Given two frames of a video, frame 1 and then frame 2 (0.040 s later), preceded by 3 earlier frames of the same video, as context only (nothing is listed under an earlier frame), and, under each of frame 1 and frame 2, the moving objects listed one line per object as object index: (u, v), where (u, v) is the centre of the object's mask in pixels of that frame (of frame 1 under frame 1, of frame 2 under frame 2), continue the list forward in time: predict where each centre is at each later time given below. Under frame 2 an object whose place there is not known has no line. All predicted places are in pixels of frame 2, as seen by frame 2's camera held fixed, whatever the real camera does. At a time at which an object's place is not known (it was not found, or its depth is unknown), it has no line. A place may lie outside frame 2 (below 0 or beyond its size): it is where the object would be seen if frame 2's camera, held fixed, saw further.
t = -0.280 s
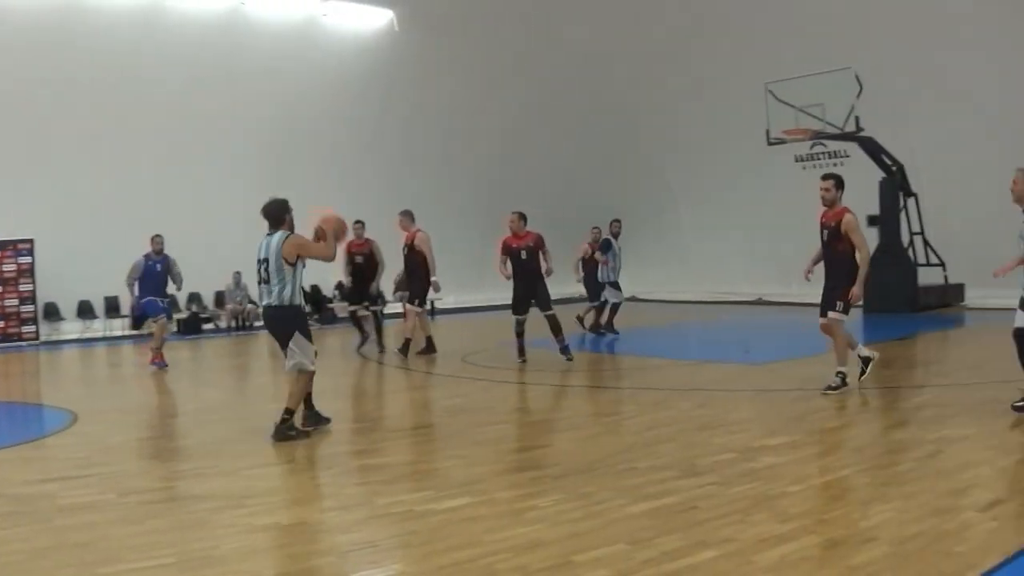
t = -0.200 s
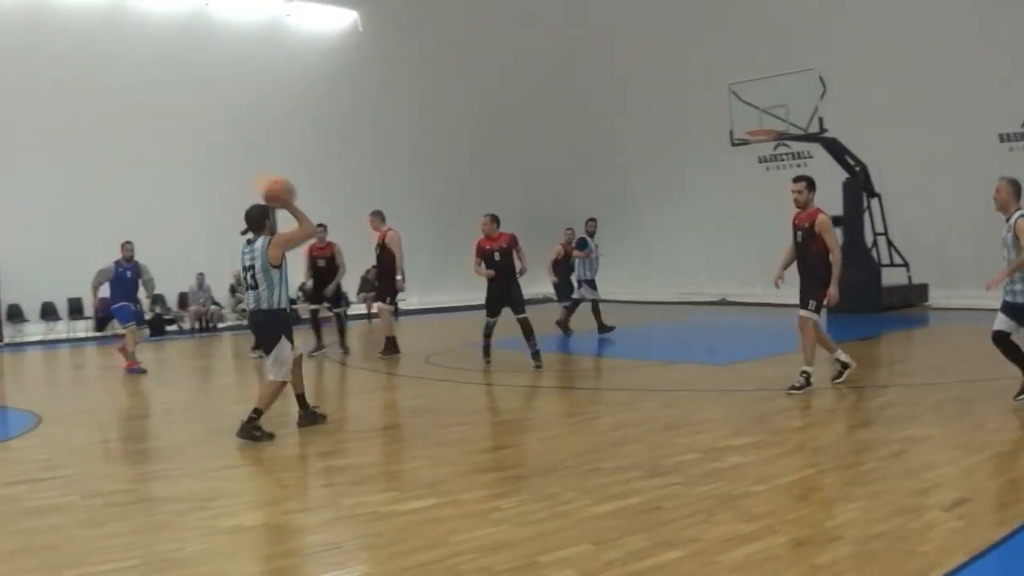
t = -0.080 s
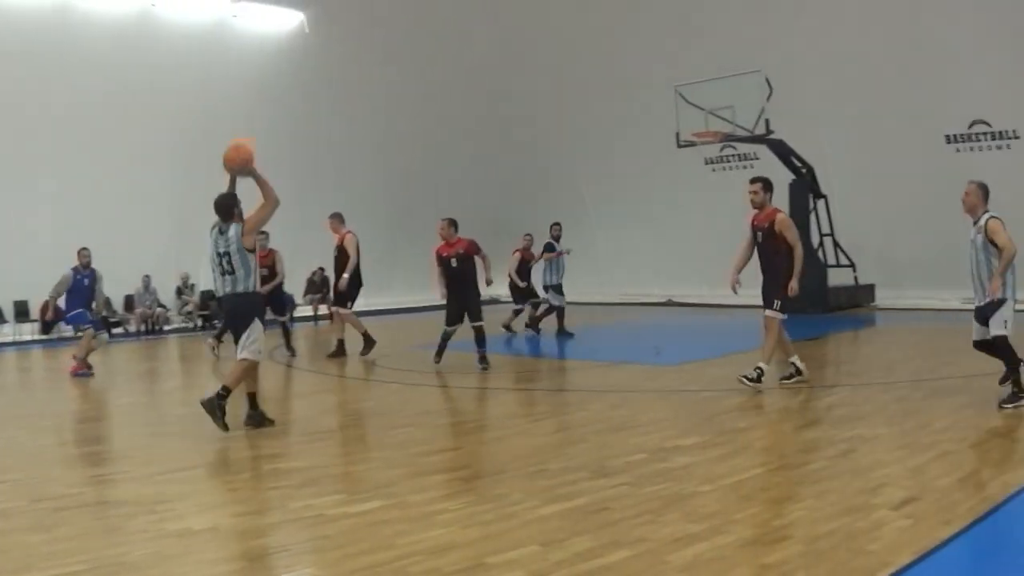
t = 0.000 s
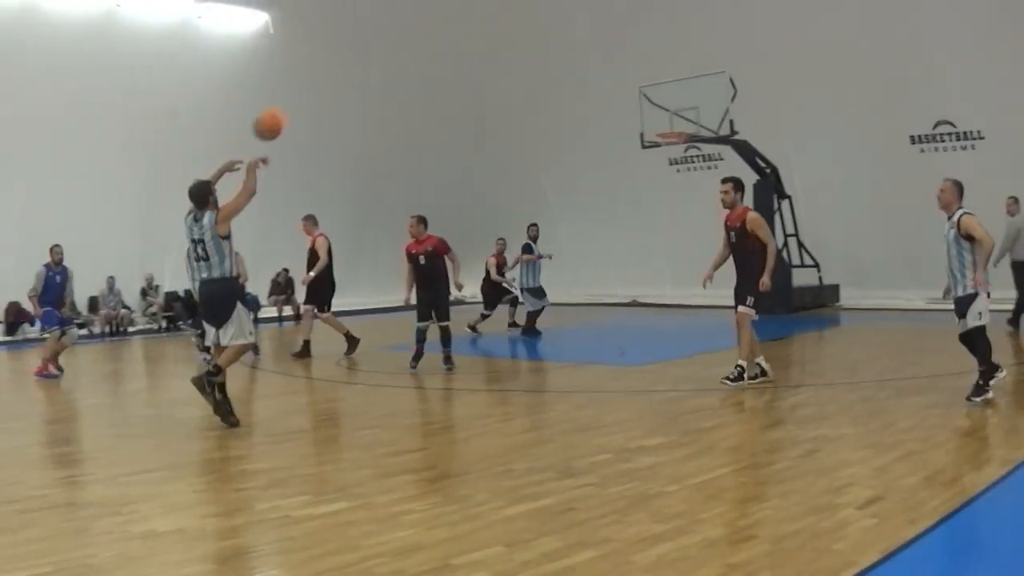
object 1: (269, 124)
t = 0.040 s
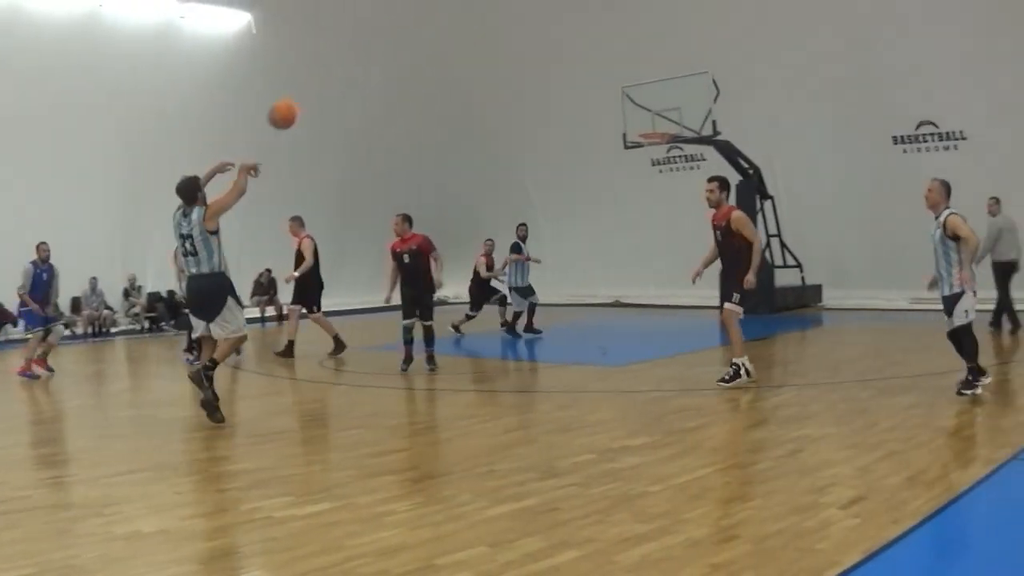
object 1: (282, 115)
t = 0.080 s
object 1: (306, 106)
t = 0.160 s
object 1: (346, 94)
